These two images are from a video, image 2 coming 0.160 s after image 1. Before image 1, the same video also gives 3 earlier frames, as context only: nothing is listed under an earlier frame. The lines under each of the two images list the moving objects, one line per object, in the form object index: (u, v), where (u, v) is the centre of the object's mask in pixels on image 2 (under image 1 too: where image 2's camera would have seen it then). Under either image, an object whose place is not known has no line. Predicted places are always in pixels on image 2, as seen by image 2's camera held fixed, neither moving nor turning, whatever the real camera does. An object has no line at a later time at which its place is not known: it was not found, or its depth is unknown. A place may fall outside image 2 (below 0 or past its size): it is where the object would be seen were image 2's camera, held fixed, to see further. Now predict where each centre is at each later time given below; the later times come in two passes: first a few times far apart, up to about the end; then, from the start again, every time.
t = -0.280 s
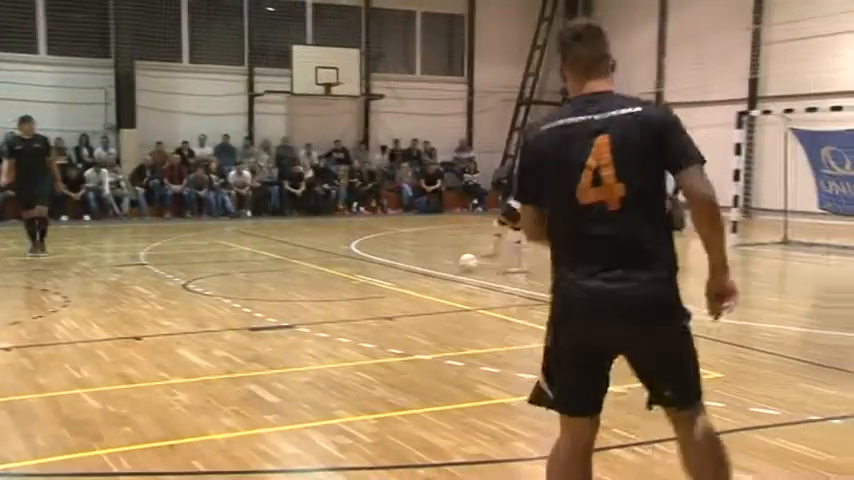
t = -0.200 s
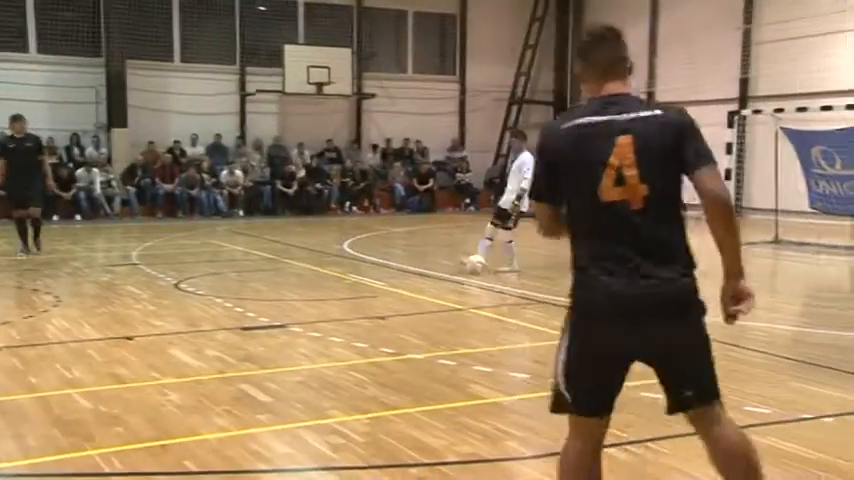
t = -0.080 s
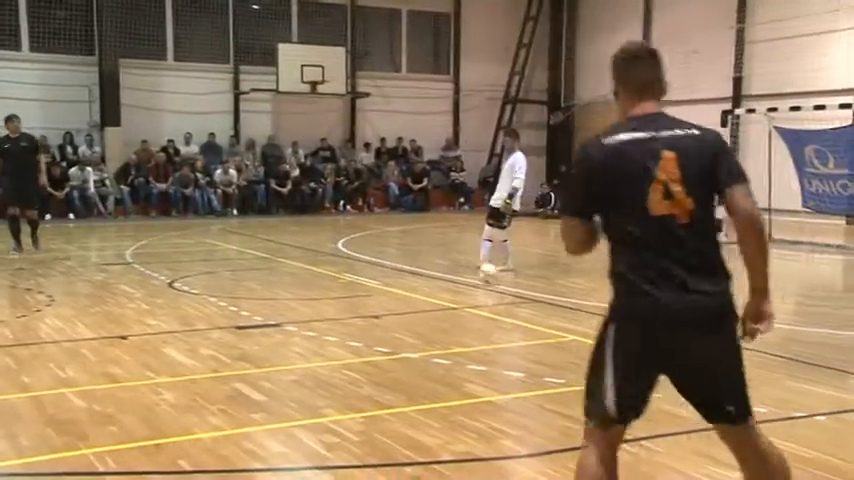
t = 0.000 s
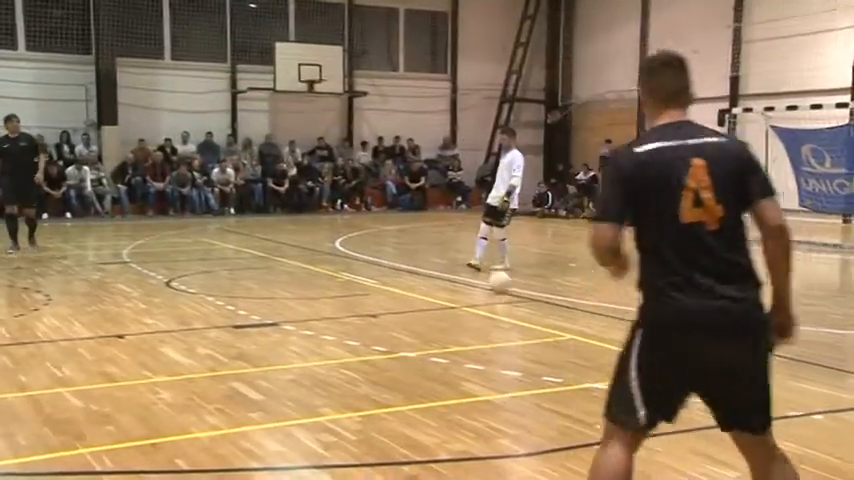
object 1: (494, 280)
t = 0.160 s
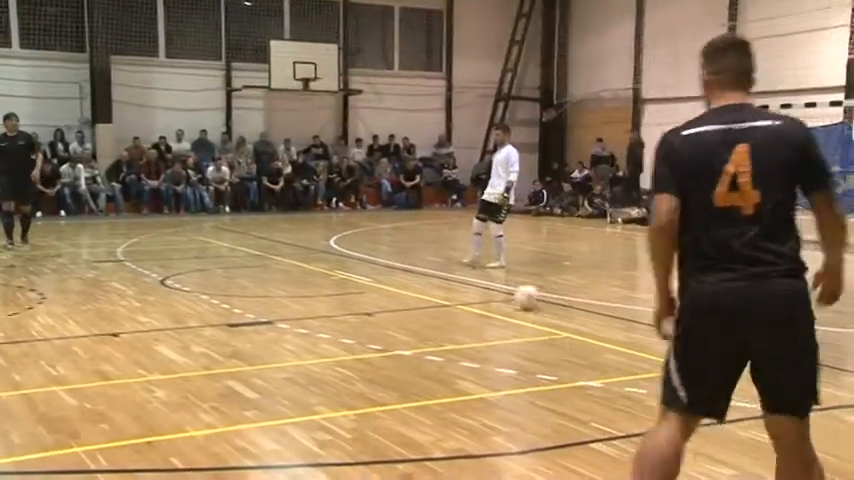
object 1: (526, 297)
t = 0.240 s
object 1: (546, 305)
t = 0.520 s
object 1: (623, 343)
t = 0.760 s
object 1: (725, 385)
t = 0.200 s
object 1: (536, 301)
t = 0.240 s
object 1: (546, 305)
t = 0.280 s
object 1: (554, 310)
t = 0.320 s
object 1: (566, 314)
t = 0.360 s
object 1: (575, 319)
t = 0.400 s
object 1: (587, 326)
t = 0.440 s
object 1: (598, 330)
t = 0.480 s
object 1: (611, 336)
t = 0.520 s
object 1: (623, 343)
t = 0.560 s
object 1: (638, 348)
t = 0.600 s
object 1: (653, 354)
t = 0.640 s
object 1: (671, 363)
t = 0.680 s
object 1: (686, 367)
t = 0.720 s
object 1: (704, 376)
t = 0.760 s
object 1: (725, 385)
